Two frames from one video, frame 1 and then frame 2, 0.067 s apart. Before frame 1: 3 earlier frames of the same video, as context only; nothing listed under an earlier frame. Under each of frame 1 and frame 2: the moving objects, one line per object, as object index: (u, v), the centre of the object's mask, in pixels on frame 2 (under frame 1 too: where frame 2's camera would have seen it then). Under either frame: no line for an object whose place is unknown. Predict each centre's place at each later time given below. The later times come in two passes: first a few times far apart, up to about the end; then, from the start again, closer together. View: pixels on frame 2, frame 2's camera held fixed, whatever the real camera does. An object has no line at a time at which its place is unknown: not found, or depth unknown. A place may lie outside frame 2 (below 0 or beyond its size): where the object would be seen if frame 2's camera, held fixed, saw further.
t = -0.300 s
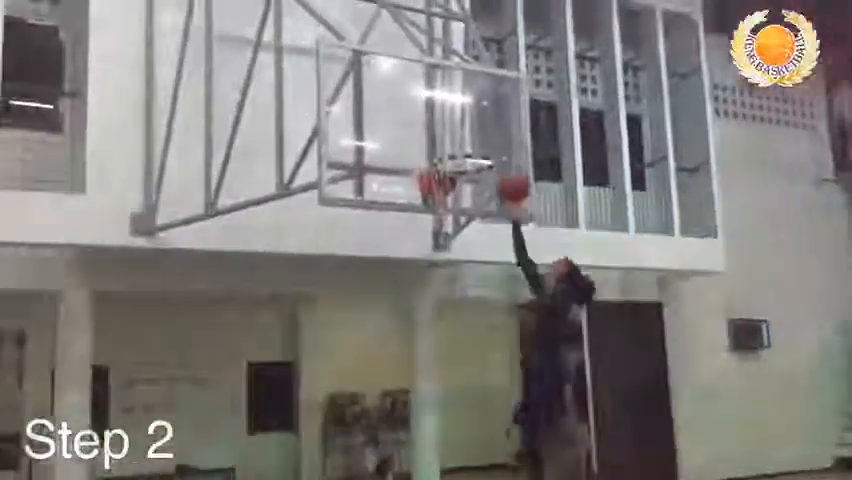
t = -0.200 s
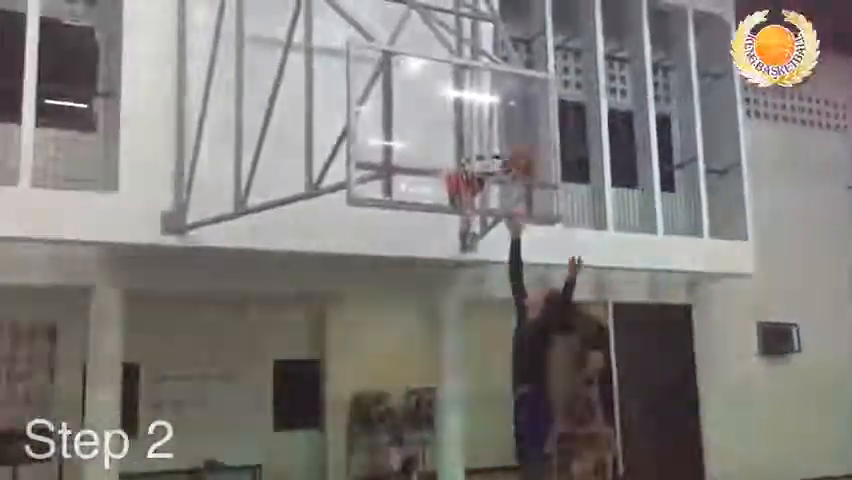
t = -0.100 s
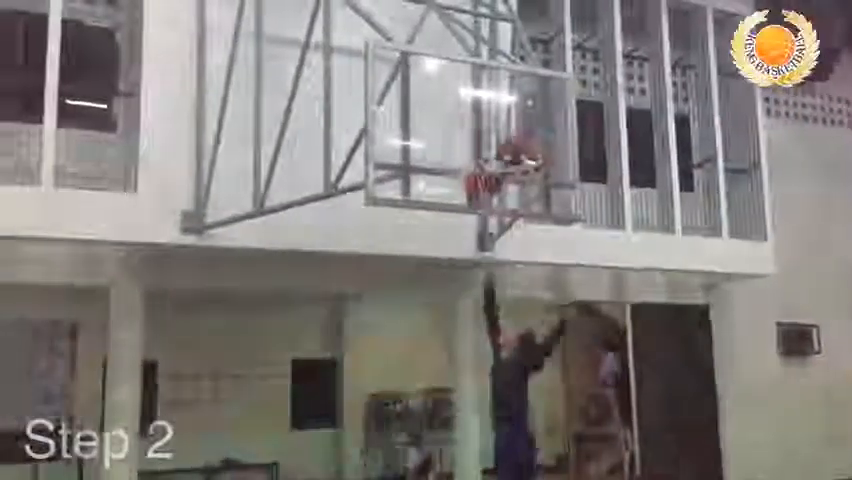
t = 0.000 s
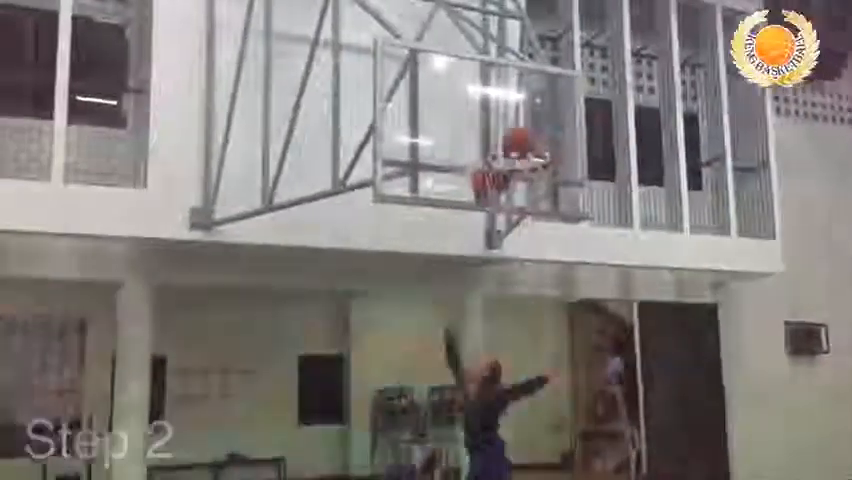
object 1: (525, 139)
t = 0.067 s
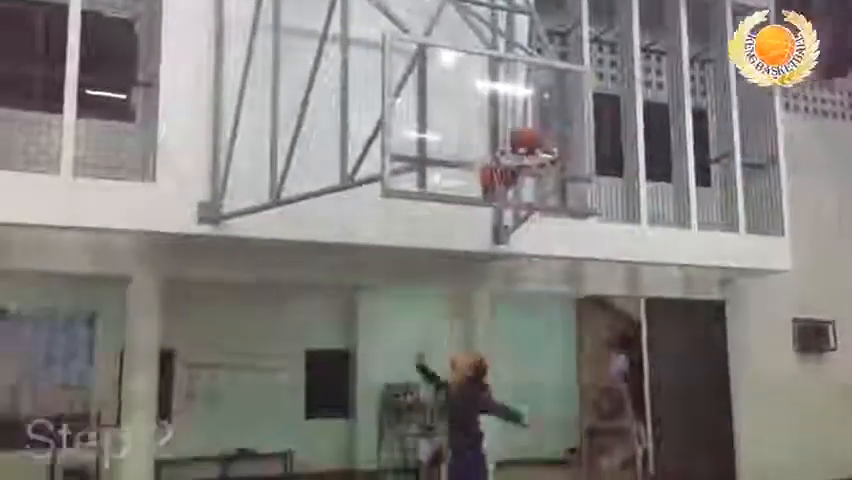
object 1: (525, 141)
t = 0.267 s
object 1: (518, 184)
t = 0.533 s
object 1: (516, 345)
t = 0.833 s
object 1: (505, 578)
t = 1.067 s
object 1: (473, 385)
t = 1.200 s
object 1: (449, 312)
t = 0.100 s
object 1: (524, 145)
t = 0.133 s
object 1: (523, 150)
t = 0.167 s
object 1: (520, 161)
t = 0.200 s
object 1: (518, 169)
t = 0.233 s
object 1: (518, 178)
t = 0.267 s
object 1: (518, 184)
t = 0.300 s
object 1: (519, 203)
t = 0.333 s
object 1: (519, 219)
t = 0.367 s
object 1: (518, 234)
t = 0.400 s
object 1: (517, 252)
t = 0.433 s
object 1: (515, 273)
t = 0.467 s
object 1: (516, 294)
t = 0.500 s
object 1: (516, 319)
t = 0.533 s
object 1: (516, 345)
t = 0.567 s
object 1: (516, 371)
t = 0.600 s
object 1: (514, 399)
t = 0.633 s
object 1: (514, 434)
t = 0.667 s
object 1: (513, 472)
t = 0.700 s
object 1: (514, 511)
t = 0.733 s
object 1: (515, 553)
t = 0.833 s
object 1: (505, 578)
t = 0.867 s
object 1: (502, 546)
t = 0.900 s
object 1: (496, 514)
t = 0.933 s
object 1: (493, 483)
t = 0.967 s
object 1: (488, 456)
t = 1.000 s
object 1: (483, 431)
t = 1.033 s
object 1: (476, 407)
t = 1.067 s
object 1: (473, 385)
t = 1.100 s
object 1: (464, 361)
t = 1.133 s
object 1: (459, 344)
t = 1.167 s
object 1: (455, 328)
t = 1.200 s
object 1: (449, 312)
